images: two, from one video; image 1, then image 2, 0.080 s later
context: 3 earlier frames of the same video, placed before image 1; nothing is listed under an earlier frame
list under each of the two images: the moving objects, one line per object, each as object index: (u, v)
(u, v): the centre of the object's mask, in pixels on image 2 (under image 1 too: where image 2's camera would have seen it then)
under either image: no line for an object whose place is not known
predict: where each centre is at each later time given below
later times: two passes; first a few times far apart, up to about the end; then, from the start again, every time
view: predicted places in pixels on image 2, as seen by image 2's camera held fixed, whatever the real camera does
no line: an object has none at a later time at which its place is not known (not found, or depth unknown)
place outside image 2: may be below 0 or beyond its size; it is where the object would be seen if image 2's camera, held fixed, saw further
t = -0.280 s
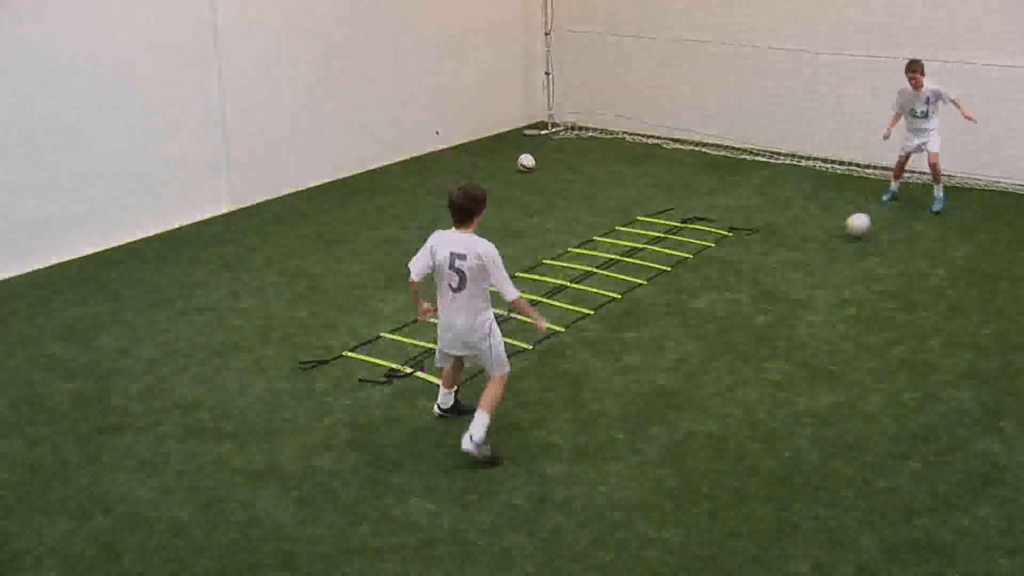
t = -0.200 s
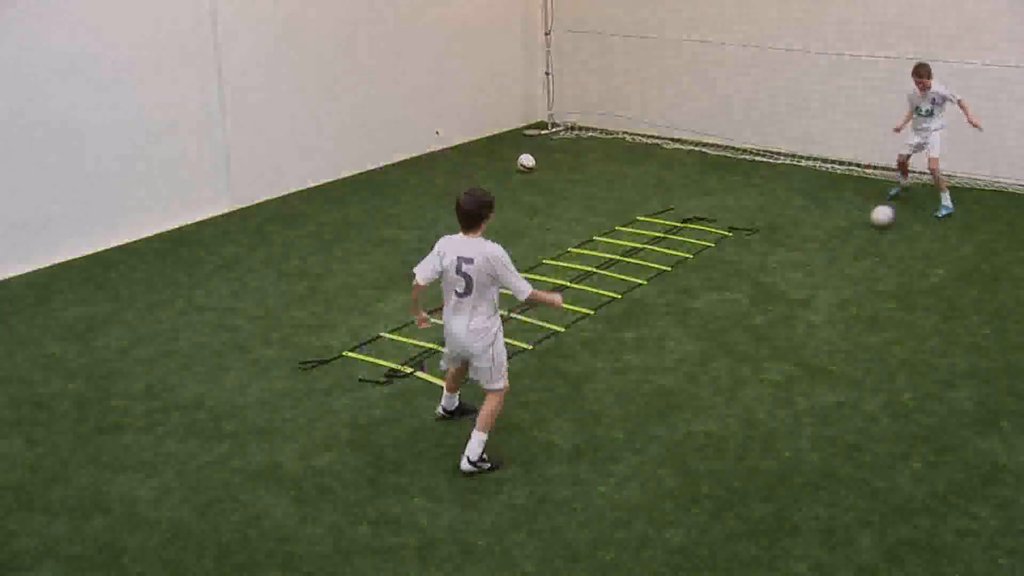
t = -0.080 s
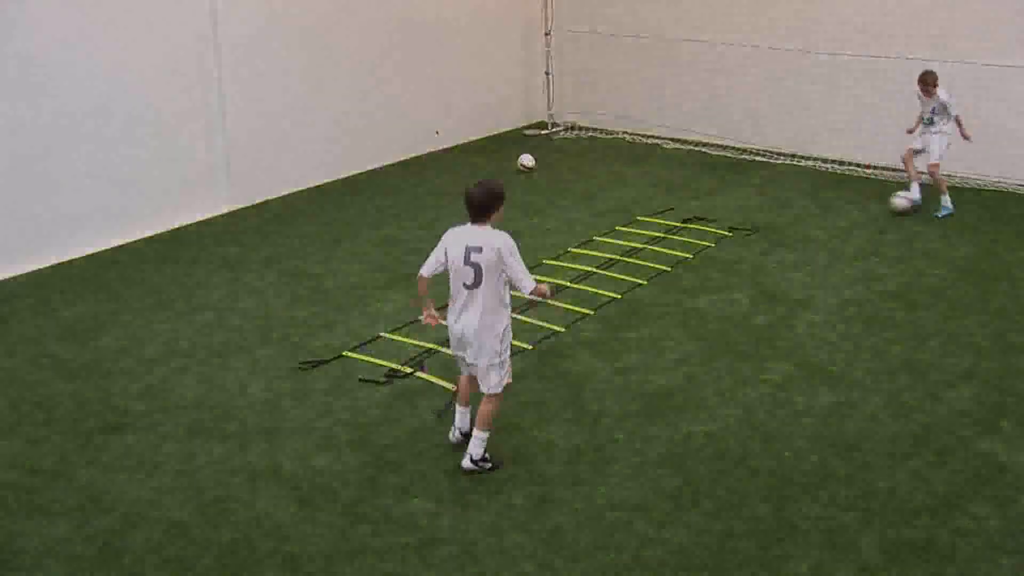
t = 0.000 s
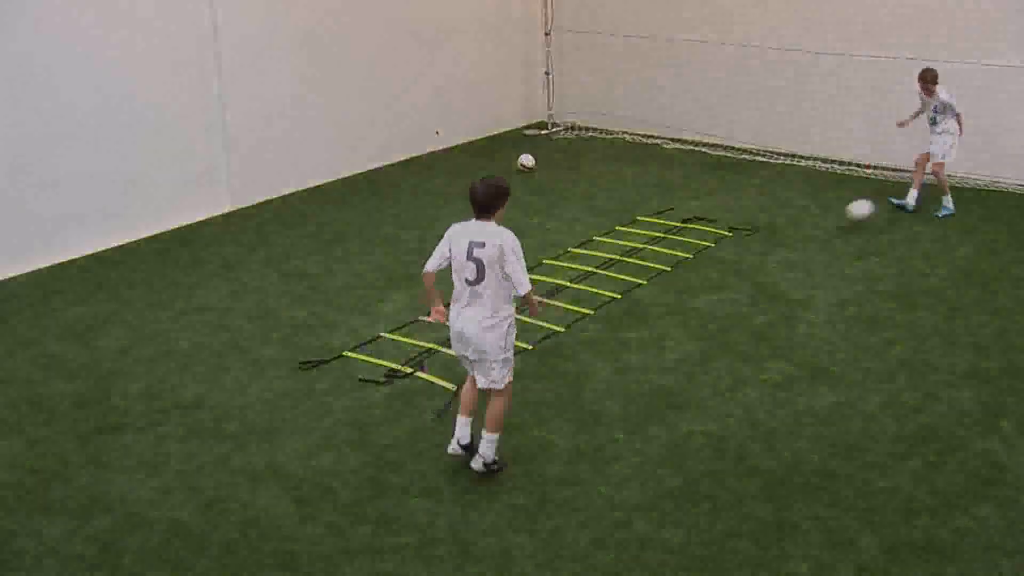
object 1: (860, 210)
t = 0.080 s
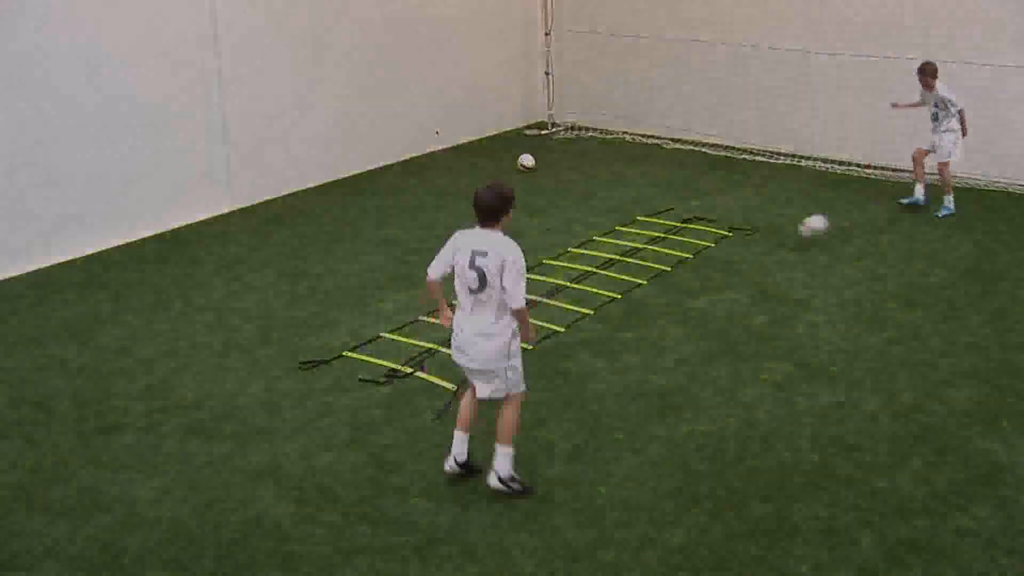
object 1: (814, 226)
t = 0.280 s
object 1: (687, 276)
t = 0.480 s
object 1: (561, 323)
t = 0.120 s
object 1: (788, 238)
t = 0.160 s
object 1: (760, 252)
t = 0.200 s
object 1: (734, 264)
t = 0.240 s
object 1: (711, 269)
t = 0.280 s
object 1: (687, 276)
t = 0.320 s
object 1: (662, 284)
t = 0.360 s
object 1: (636, 295)
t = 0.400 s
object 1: (609, 308)
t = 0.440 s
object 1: (583, 318)
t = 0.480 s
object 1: (561, 323)
